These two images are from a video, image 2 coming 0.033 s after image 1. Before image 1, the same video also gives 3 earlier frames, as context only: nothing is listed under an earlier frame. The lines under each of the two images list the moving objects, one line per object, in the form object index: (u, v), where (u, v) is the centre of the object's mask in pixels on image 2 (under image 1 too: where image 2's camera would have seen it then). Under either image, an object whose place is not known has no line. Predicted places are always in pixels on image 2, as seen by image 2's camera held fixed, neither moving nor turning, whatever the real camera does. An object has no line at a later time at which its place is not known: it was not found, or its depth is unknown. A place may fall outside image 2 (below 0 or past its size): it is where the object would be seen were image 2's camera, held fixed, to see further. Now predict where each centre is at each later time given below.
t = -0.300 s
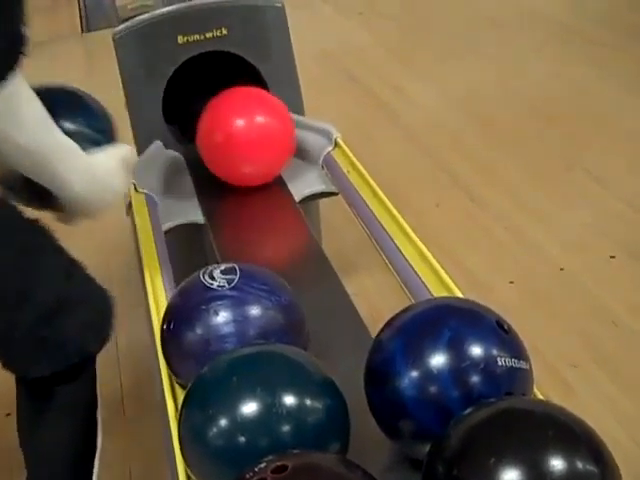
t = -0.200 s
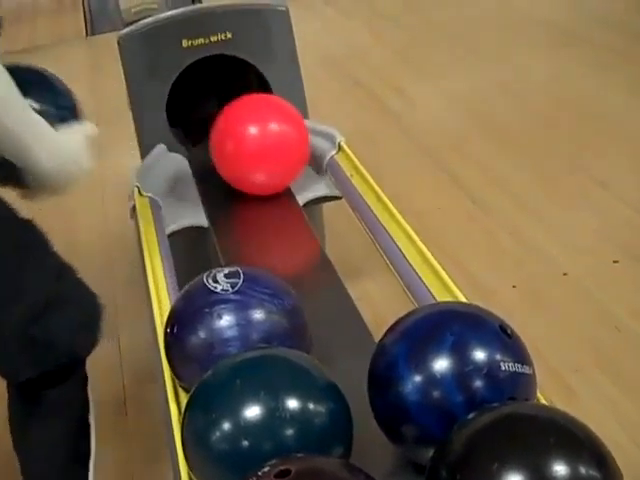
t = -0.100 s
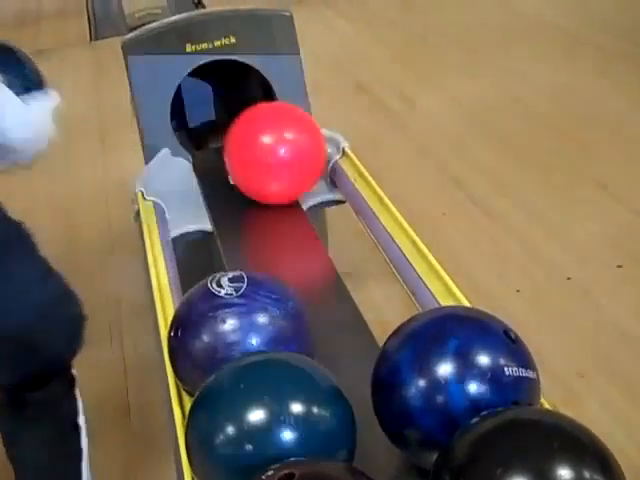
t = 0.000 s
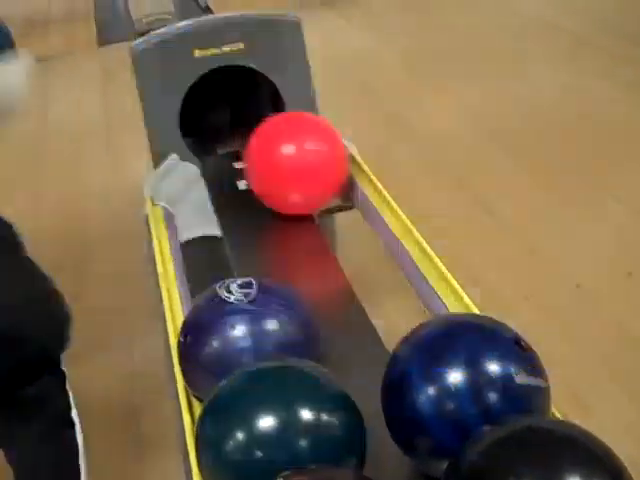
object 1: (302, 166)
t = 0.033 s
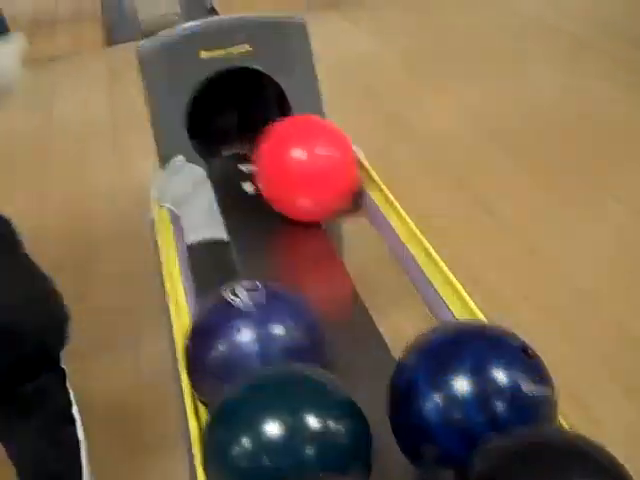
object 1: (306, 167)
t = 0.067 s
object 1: (309, 168)
